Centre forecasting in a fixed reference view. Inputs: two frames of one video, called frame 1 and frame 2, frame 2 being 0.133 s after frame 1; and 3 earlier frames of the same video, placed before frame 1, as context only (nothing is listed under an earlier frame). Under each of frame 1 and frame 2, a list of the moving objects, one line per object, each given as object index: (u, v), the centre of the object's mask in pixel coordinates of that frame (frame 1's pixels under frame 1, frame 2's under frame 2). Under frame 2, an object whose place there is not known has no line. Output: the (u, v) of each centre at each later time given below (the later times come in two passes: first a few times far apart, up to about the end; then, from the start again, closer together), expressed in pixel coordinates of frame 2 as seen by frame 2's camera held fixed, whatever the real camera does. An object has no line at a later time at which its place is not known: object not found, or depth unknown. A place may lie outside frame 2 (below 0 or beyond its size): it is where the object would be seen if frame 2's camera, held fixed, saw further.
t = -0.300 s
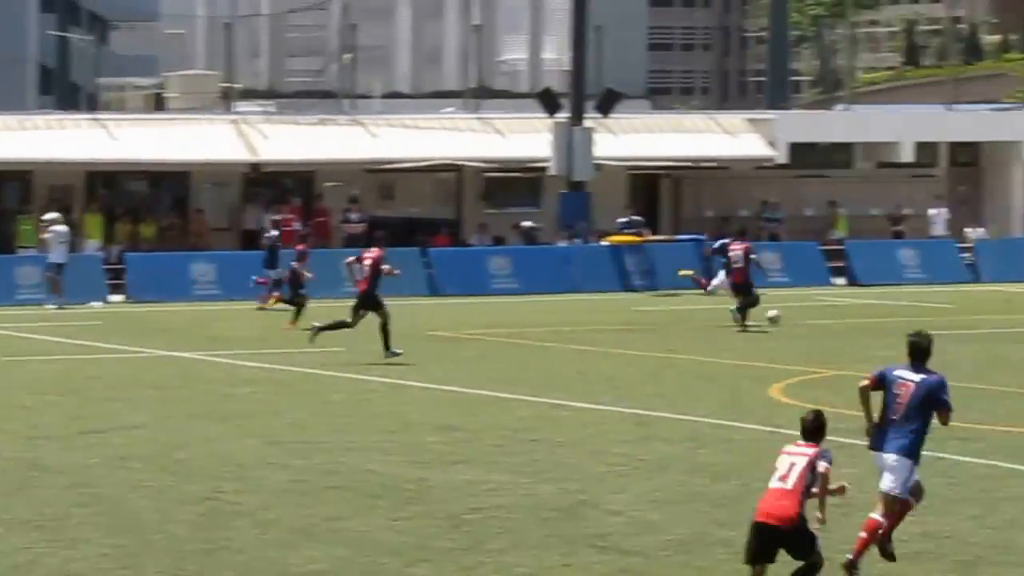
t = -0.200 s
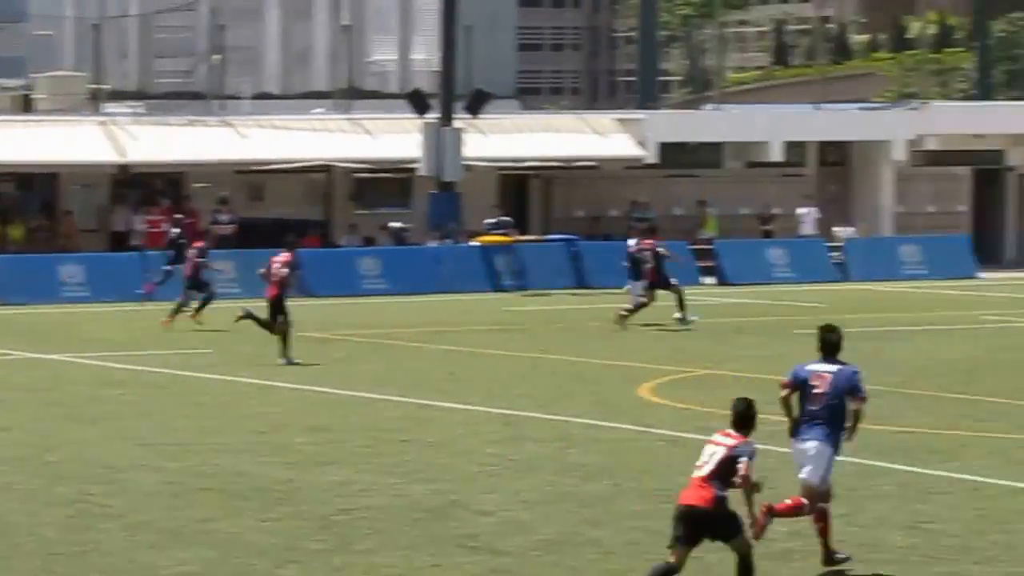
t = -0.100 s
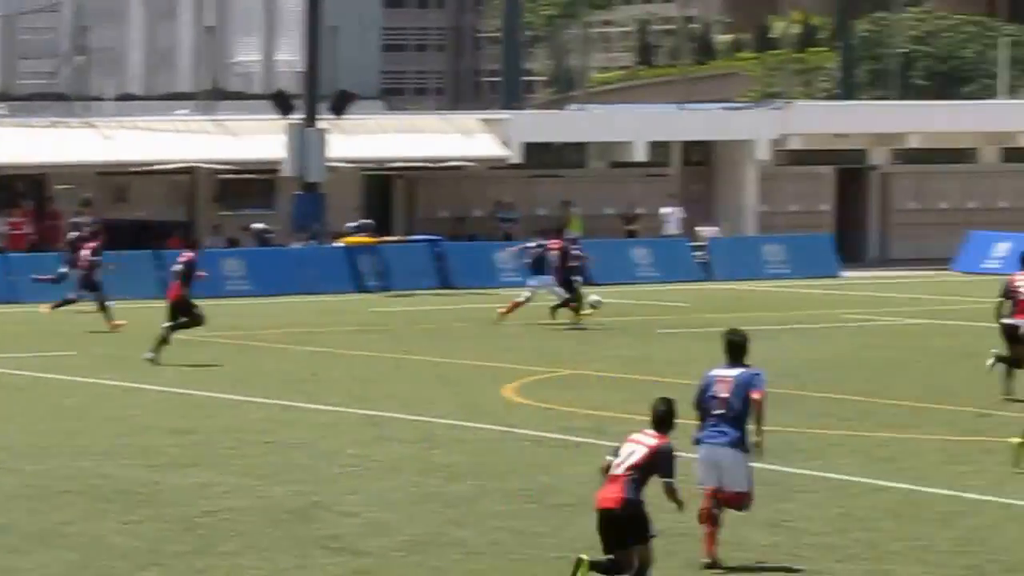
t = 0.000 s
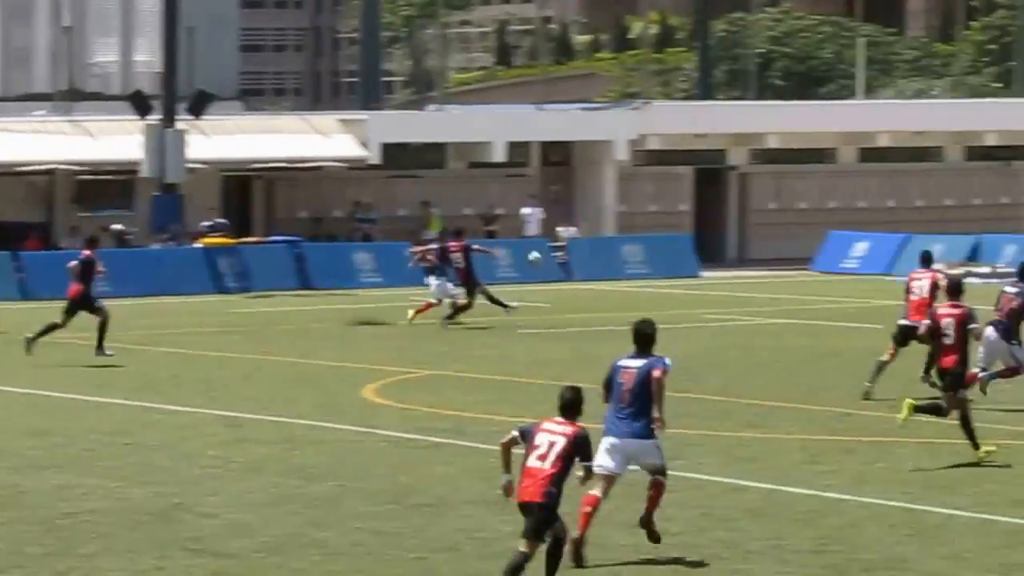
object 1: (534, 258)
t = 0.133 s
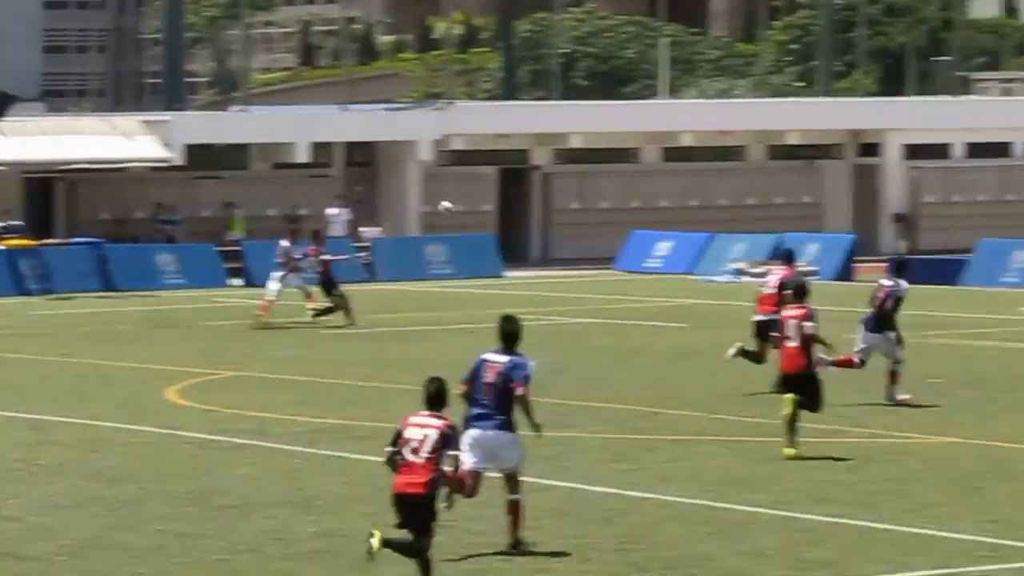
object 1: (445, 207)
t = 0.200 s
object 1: (499, 185)
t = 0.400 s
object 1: (656, 129)
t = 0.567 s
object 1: (795, 104)
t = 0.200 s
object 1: (499, 185)
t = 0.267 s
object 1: (552, 163)
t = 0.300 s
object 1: (578, 155)
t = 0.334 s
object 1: (604, 146)
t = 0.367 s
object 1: (631, 138)
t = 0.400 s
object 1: (656, 129)
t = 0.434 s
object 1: (683, 125)
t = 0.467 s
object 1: (710, 119)
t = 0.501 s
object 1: (738, 113)
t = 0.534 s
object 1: (767, 108)
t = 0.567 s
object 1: (795, 104)
